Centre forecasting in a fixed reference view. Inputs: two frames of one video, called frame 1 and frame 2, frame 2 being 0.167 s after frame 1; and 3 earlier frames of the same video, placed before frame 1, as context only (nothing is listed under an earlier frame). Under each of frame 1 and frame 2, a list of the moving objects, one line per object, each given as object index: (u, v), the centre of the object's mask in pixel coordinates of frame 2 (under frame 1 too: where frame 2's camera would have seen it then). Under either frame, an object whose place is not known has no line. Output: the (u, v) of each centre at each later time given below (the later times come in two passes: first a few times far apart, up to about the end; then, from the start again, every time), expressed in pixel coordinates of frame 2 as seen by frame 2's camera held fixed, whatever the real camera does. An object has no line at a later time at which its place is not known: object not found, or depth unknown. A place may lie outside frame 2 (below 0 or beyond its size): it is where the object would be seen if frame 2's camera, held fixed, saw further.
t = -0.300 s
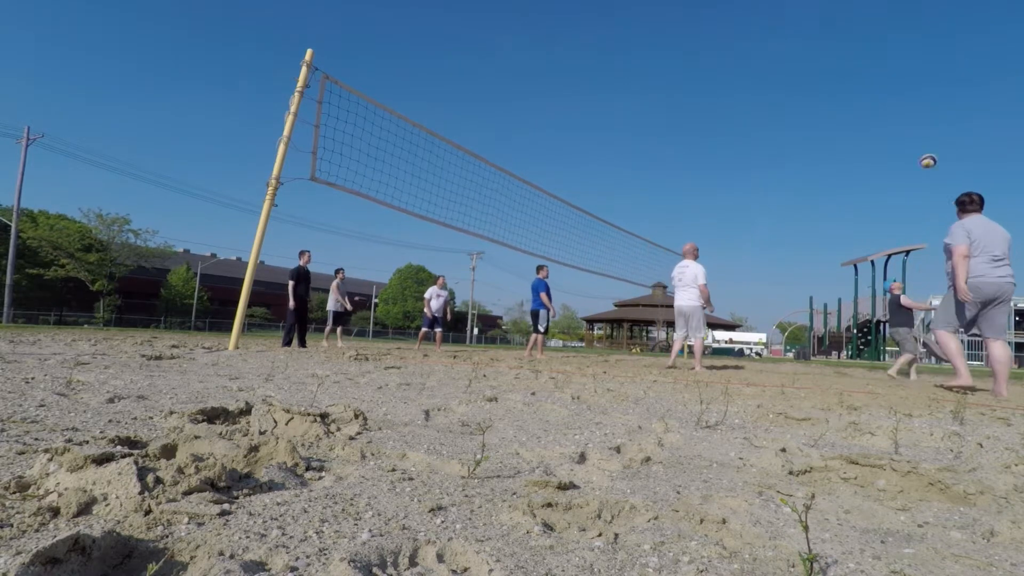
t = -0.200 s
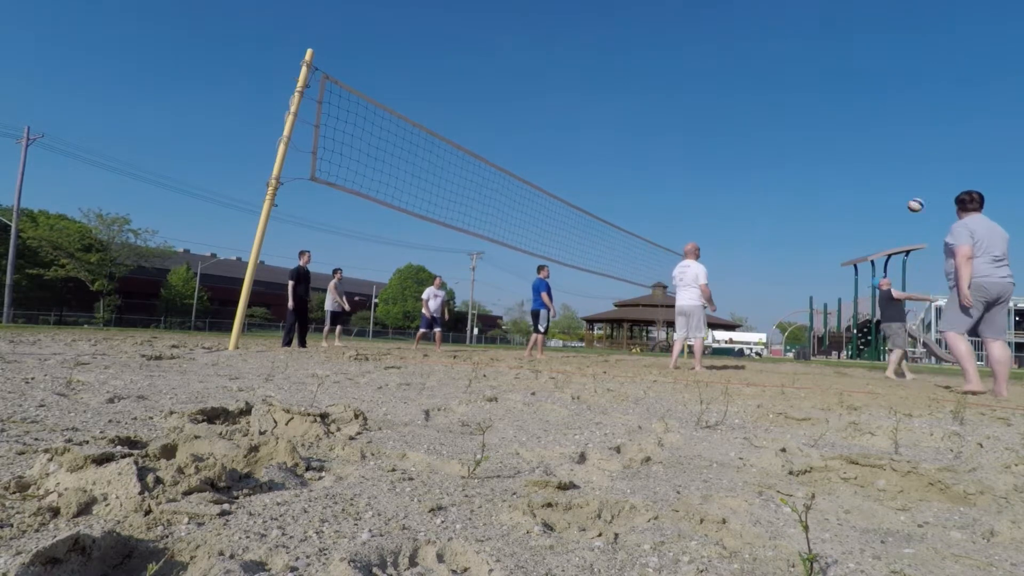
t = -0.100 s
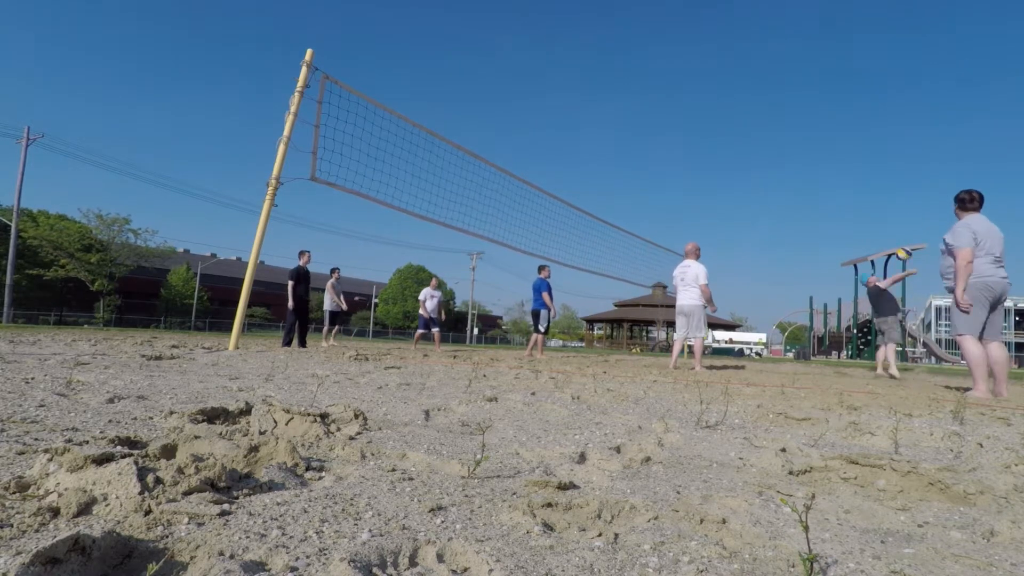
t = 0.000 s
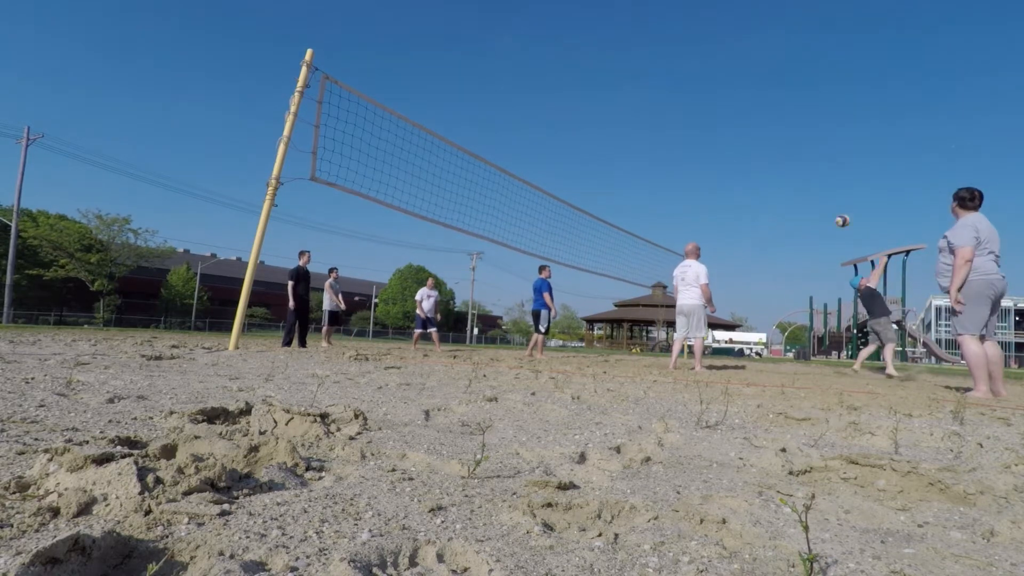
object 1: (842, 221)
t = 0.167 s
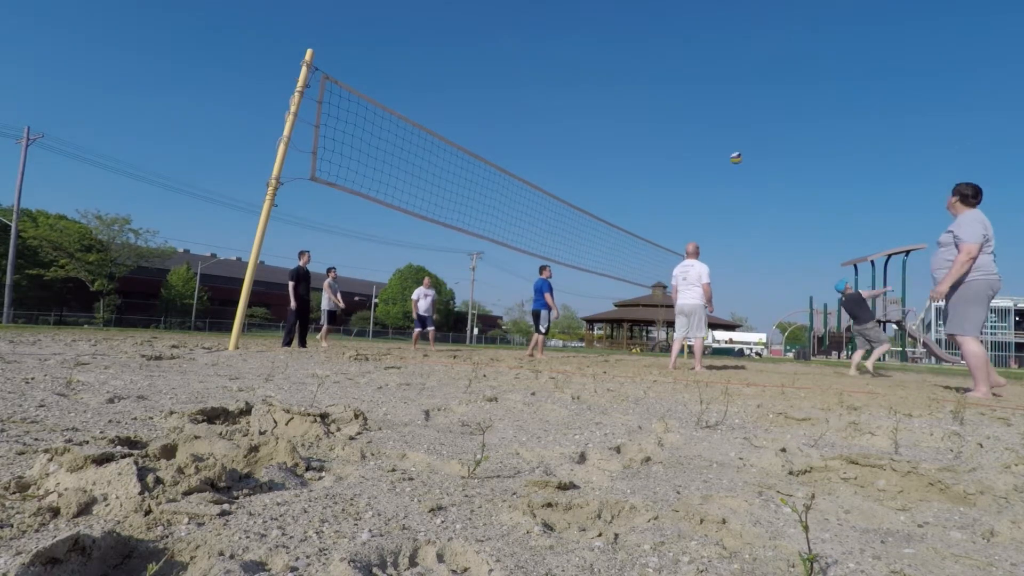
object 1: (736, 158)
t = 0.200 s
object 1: (716, 149)
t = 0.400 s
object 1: (610, 111)
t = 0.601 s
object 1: (519, 99)
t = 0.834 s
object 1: (430, 108)
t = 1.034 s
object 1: (362, 135)
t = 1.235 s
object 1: (304, 175)
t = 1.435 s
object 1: (252, 227)
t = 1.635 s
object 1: (205, 287)
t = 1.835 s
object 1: (164, 322)
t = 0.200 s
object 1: (716, 149)
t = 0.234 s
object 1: (697, 140)
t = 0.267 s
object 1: (679, 133)
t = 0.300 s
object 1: (661, 126)
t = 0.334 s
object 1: (643, 120)
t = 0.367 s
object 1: (627, 115)
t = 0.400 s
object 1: (610, 111)
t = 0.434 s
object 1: (594, 107)
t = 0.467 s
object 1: (579, 104)
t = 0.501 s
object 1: (563, 102)
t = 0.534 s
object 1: (548, 101)
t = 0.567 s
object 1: (534, 99)
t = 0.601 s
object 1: (519, 99)
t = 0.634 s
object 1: (506, 99)
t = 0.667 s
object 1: (492, 99)
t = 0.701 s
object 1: (479, 100)
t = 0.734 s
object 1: (466, 102)
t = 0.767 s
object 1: (454, 103)
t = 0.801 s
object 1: (441, 106)
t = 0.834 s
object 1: (430, 108)
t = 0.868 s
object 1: (418, 112)
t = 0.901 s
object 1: (407, 114)
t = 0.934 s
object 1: (395, 120)
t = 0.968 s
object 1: (384, 124)
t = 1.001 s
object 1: (373, 129)
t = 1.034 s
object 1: (362, 135)
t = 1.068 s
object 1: (353, 140)
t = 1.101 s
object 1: (343, 147)
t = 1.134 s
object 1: (332, 153)
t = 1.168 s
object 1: (323, 160)
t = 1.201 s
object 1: (313, 167)
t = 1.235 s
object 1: (304, 175)
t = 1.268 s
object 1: (295, 183)
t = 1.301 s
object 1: (286, 191)
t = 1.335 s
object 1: (277, 201)
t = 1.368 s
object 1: (275, 205)
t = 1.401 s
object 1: (258, 217)
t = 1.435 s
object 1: (252, 227)
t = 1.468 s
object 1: (243, 236)
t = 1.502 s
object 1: (235, 246)
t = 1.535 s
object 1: (227, 255)
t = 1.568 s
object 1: (219, 264)
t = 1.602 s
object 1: (212, 276)
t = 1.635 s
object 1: (205, 287)
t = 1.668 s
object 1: (196, 297)
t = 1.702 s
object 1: (189, 309)
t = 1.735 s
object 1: (182, 320)
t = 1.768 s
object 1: (175, 327)
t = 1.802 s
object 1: (170, 324)
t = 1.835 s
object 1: (164, 322)
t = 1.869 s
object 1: (158, 317)
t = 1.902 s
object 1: (154, 313)
